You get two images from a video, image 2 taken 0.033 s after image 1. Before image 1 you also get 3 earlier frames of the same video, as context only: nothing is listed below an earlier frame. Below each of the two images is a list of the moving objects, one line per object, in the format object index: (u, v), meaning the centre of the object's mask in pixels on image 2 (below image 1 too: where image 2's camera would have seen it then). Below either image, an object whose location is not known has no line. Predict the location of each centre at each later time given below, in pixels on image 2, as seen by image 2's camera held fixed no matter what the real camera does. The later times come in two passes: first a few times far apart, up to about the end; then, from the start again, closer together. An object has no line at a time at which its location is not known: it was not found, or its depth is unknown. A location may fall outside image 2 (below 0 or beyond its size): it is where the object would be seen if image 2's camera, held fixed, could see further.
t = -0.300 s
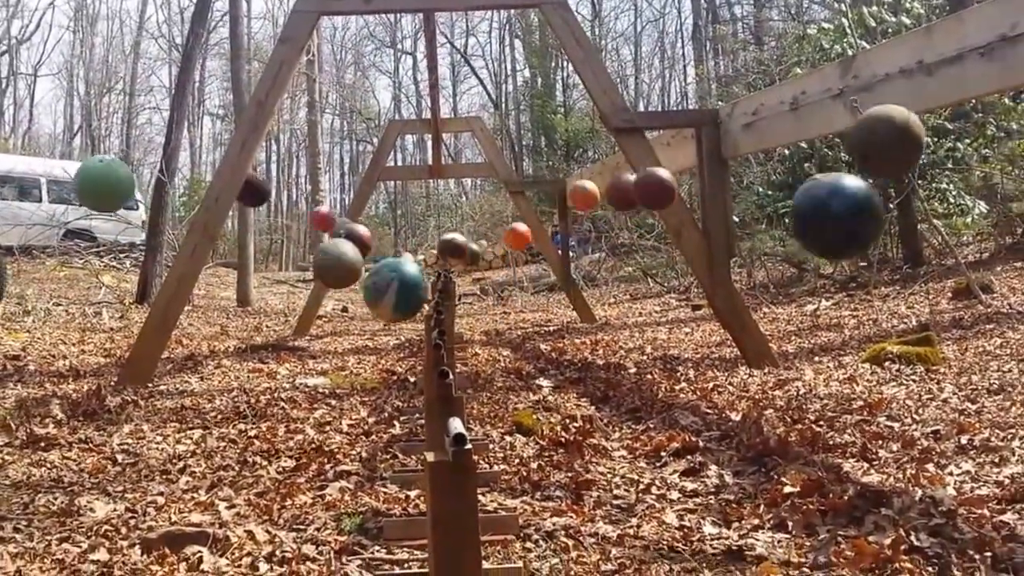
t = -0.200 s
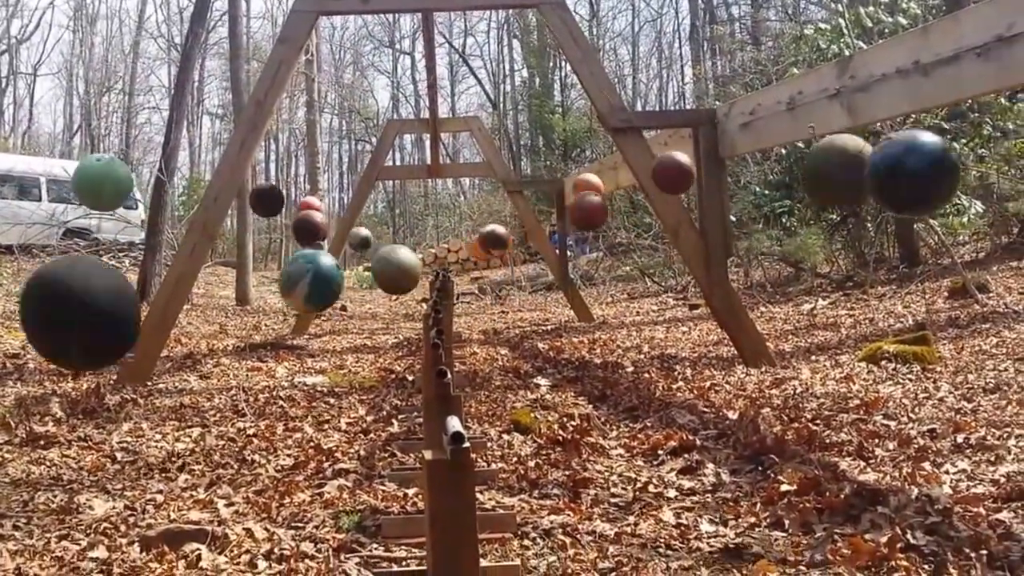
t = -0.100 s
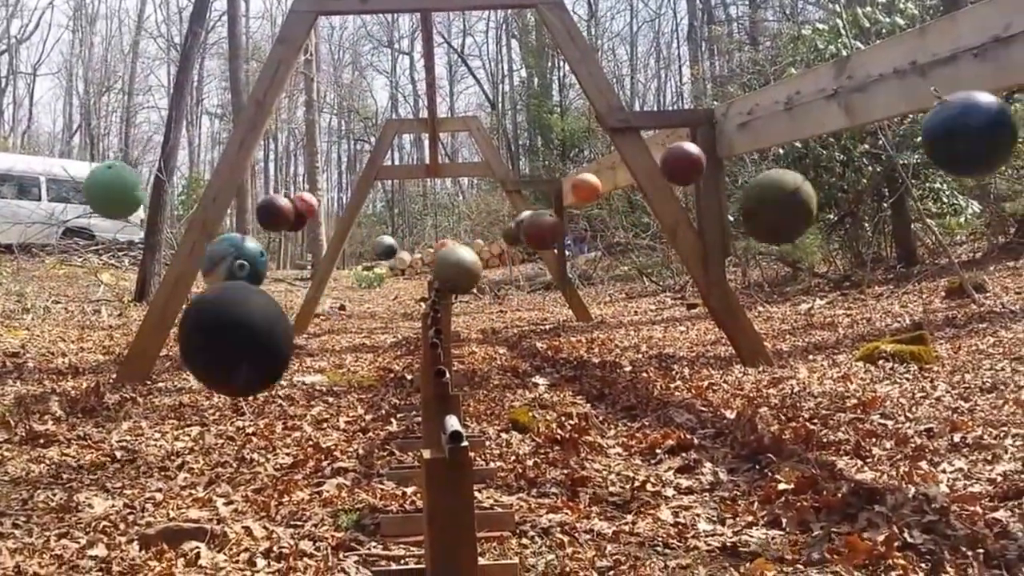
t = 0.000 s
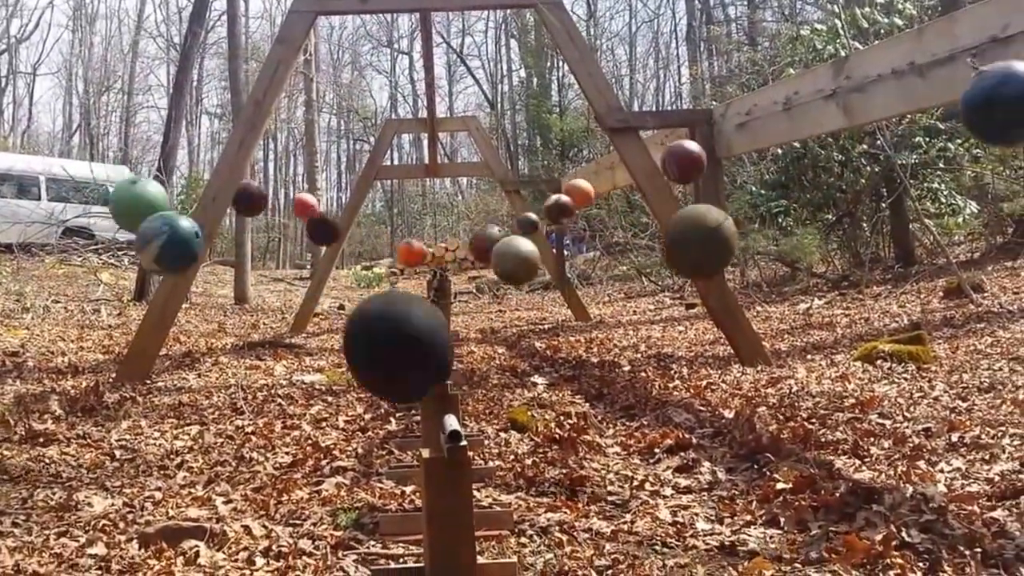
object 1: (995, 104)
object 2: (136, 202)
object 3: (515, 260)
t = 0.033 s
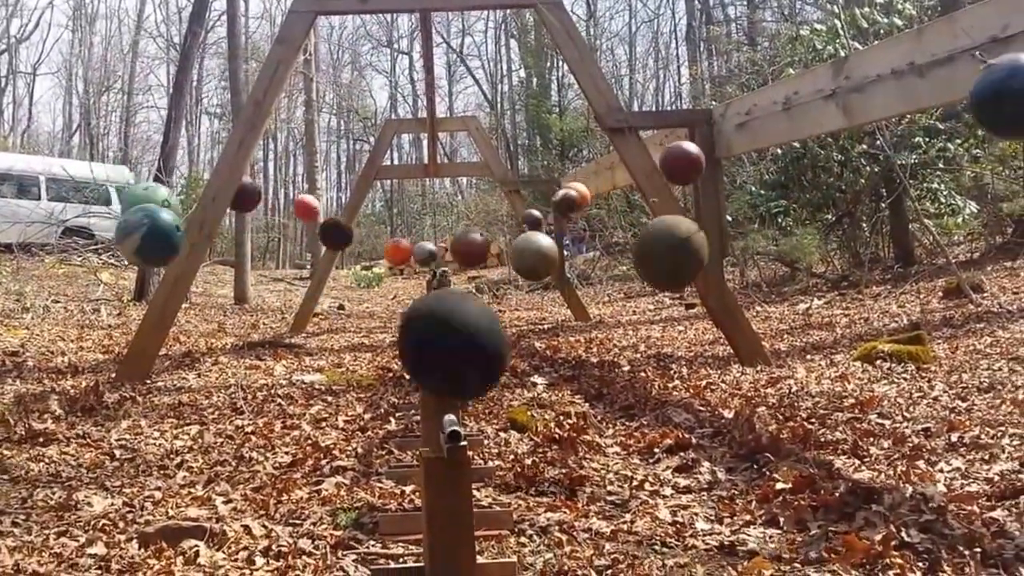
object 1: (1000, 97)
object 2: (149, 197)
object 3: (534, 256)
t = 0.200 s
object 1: (1008, 86)
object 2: (231, 245)
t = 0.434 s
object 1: (971, 121)
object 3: (687, 185)
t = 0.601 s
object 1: (863, 203)
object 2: (510, 268)
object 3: (704, 174)
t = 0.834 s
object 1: (612, 295)
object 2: (654, 223)
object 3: (683, 187)
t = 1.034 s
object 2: (732, 177)
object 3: (614, 226)
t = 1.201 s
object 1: (151, 286)
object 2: (759, 156)
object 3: (531, 253)
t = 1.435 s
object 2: (746, 166)
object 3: (390, 266)
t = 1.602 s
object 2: (691, 196)
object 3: (295, 252)
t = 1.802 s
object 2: (592, 245)
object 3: (212, 221)
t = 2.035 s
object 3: (163, 196)
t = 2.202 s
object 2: (309, 263)
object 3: (165, 198)
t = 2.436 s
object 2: (178, 223)
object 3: (226, 227)
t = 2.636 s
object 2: (116, 189)
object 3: (318, 255)
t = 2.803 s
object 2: (104, 181)
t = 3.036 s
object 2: (146, 206)
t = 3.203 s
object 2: (222, 239)
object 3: (626, 214)
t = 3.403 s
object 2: (350, 271)
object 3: (685, 187)
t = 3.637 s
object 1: (973, 136)
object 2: (519, 265)
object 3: (700, 176)
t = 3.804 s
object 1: (862, 203)
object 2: (624, 236)
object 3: (679, 193)
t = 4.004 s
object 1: (654, 283)
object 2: (714, 191)
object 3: (612, 229)
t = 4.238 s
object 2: (758, 161)
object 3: (491, 266)
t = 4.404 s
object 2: (753, 166)
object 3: (391, 273)
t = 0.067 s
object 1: (1004, 93)
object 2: (175, 217)
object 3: (552, 250)
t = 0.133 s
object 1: (1008, 85)
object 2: (194, 230)
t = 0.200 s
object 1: (1008, 86)
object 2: (231, 245)
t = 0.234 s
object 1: (1007, 87)
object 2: (250, 251)
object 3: (630, 221)
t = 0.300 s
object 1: (1003, 96)
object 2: (293, 263)
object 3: (653, 208)
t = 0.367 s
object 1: (995, 110)
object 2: (347, 257)
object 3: (672, 196)
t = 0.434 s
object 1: (971, 121)
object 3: (687, 185)
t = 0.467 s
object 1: (949, 142)
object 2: (413, 276)
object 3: (693, 181)
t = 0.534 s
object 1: (915, 172)
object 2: (462, 275)
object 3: (701, 176)
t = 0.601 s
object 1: (863, 203)
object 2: (510, 268)
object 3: (704, 174)
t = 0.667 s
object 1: (800, 233)
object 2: (555, 256)
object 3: (703, 174)
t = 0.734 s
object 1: (730, 260)
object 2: (598, 246)
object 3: (698, 177)
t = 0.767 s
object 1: (691, 273)
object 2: (618, 239)
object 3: (694, 180)
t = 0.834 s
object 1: (612, 295)
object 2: (654, 223)
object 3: (683, 187)
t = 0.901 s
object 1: (528, 310)
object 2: (685, 206)
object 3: (652, 196)
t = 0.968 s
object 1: (442, 317)
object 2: (711, 191)
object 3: (641, 213)
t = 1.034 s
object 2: (732, 177)
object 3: (614, 226)
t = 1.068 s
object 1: (313, 314)
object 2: (739, 172)
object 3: (601, 232)
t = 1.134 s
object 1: (229, 303)
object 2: (752, 162)
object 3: (567, 243)
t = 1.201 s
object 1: (151, 286)
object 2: (759, 156)
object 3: (531, 253)
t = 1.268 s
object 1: (78, 265)
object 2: (761, 156)
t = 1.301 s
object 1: (47, 254)
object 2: (760, 156)
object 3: (472, 264)
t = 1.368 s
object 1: (15, 227)
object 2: (756, 159)
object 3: (431, 268)
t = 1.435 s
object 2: (746, 166)
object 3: (390, 266)
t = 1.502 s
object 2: (732, 179)
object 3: (351, 262)
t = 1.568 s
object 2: (704, 178)
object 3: (314, 256)
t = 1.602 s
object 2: (691, 196)
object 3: (295, 252)
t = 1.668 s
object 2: (667, 214)
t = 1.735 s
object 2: (632, 231)
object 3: (236, 232)
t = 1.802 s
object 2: (592, 245)
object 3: (212, 221)
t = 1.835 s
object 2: (572, 252)
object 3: (201, 217)
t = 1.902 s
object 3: (182, 207)
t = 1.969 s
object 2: (477, 270)
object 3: (170, 200)
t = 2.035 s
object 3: (163, 196)
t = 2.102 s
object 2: (380, 273)
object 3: (162, 195)
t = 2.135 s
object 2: (356, 271)
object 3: (162, 195)
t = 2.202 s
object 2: (309, 263)
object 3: (165, 198)
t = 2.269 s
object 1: (79, 265)
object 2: (266, 254)
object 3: (173, 204)
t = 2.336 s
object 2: (227, 243)
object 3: (190, 210)
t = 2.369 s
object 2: (211, 233)
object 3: (194, 205)
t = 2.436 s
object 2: (178, 223)
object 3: (226, 227)
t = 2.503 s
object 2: (152, 210)
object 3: (252, 238)
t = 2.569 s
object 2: (131, 199)
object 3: (284, 248)
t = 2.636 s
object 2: (116, 189)
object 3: (318, 255)
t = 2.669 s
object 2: (111, 187)
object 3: (337, 260)
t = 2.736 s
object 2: (105, 182)
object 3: (376, 265)
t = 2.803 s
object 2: (104, 181)
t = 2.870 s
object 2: (108, 184)
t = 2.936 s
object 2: (119, 190)
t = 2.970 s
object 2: (127, 196)
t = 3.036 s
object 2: (146, 206)
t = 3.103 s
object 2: (181, 206)
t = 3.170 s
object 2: (204, 232)
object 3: (614, 225)
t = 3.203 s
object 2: (222, 239)
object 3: (626, 214)
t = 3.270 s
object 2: (261, 252)
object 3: (651, 207)
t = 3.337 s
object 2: (304, 262)
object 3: (670, 197)
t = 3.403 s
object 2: (350, 271)
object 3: (685, 187)
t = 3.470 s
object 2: (409, 267)
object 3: (694, 180)
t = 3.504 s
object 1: (1003, 103)
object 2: (424, 276)
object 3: (697, 178)
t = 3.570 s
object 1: (994, 117)
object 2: (472, 272)
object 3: (701, 176)
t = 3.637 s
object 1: (973, 136)
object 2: (519, 265)
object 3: (700, 176)
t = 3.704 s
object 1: (926, 156)
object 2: (564, 255)
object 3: (695, 180)
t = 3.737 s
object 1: (915, 175)
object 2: (585, 251)
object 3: (691, 184)
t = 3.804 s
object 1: (862, 203)
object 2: (624, 236)
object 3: (679, 193)
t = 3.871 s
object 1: (800, 232)
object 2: (658, 221)
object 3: (665, 189)
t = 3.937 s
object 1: (731, 259)
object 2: (688, 204)
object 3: (639, 217)
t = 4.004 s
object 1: (654, 283)
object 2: (714, 191)
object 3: (612, 229)
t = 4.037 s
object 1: (613, 293)
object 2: (724, 184)
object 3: (595, 232)
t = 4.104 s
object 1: (529, 306)
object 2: (740, 175)
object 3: (565, 247)
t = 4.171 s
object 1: (443, 313)
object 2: (752, 166)
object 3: (529, 258)
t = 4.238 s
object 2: (758, 161)
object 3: (491, 266)
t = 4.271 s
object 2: (759, 161)
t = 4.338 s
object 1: (234, 302)
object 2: (759, 161)
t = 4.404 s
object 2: (753, 166)
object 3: (391, 273)
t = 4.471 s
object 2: (741, 176)
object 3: (353, 269)
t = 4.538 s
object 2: (725, 187)
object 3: (317, 264)
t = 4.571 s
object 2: (716, 193)
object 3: (300, 261)
